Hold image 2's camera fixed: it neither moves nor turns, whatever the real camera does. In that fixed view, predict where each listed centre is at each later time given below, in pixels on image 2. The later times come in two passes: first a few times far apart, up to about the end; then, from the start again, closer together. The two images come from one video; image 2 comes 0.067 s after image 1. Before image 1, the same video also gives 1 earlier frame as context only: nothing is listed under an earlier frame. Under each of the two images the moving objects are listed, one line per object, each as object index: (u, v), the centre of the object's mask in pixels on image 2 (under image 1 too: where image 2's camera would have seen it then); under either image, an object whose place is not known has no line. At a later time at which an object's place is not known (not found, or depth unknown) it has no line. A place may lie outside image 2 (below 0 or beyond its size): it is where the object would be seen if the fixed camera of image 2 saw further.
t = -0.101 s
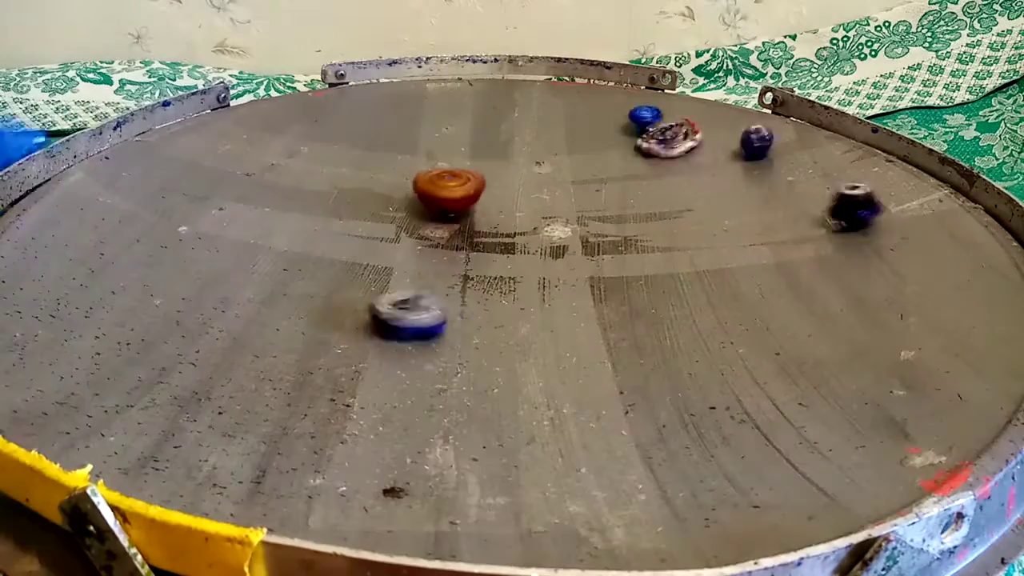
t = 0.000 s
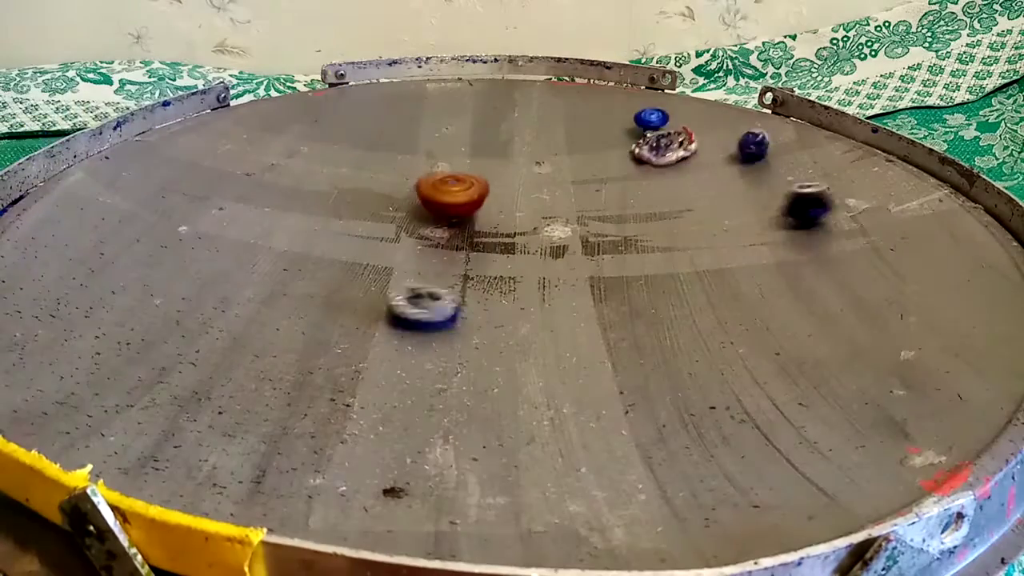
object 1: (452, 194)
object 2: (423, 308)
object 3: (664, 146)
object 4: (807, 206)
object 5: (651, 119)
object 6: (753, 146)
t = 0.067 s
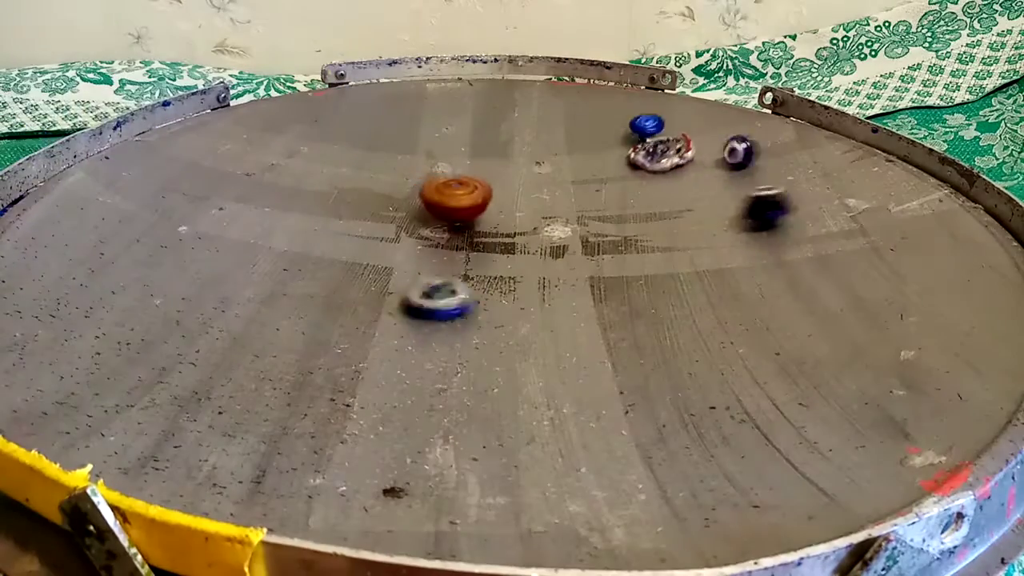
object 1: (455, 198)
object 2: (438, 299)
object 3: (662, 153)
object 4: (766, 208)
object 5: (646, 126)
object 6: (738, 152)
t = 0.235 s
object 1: (469, 208)
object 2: (478, 270)
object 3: (655, 163)
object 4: (651, 222)
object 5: (596, 149)
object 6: (685, 174)
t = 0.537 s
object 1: (488, 210)
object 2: (488, 261)
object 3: (655, 164)
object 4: (592, 243)
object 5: (557, 201)
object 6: (598, 208)
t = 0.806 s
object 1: (488, 207)
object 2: (487, 261)
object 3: (654, 164)
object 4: (655, 216)
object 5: (585, 213)
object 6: (570, 243)
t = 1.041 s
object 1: (494, 207)
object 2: (487, 261)
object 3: (655, 164)
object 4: (620, 194)
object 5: (597, 228)
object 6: (562, 245)
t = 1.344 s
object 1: (494, 209)
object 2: (480, 260)
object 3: (654, 164)
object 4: (529, 193)
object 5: (585, 222)
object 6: (518, 265)
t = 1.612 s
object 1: (469, 220)
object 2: (481, 264)
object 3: (655, 164)
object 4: (547, 162)
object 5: (558, 219)
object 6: (526, 268)
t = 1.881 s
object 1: (457, 222)
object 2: (480, 265)
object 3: (655, 164)
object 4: (524, 161)
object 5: (511, 220)
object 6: (522, 267)
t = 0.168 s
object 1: (464, 204)
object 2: (463, 280)
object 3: (658, 160)
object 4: (697, 215)
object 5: (619, 141)
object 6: (707, 164)
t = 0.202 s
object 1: (466, 206)
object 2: (470, 275)
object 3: (657, 162)
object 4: (674, 218)
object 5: (607, 145)
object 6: (698, 169)
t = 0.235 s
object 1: (469, 208)
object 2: (478, 270)
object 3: (655, 163)
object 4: (651, 222)
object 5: (596, 149)
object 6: (685, 174)
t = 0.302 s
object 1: (476, 212)
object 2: (492, 263)
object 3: (652, 162)
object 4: (607, 228)
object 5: (578, 158)
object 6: (667, 181)
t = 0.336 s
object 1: (479, 212)
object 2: (497, 257)
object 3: (654, 161)
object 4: (586, 231)
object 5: (571, 164)
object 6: (658, 185)
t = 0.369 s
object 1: (482, 213)
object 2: (503, 256)
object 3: (655, 162)
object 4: (564, 235)
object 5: (564, 170)
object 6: (649, 191)
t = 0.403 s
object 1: (485, 213)
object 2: (506, 257)
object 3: (655, 163)
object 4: (547, 234)
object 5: (560, 176)
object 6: (637, 197)
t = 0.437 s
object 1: (488, 212)
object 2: (503, 259)
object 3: (655, 164)
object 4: (539, 223)
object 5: (557, 182)
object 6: (627, 201)
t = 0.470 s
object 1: (488, 211)
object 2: (501, 259)
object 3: (655, 164)
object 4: (546, 239)
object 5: (556, 189)
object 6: (617, 205)
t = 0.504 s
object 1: (488, 209)
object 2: (492, 260)
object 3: (655, 164)
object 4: (568, 242)
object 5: (556, 195)
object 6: (606, 207)
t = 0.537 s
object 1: (488, 210)
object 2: (488, 261)
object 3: (655, 164)
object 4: (592, 243)
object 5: (557, 201)
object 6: (598, 208)
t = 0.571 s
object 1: (488, 209)
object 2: (487, 261)
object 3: (655, 164)
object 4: (606, 242)
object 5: (561, 206)
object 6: (590, 211)
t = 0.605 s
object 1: (488, 209)
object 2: (487, 261)
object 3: (655, 164)
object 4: (620, 240)
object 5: (562, 208)
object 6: (591, 221)
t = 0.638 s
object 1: (488, 208)
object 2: (487, 261)
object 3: (655, 164)
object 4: (632, 236)
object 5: (561, 208)
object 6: (593, 229)
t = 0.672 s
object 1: (487, 208)
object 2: (487, 261)
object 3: (655, 164)
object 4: (641, 233)
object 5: (561, 209)
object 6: (589, 234)
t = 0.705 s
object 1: (488, 207)
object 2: (487, 261)
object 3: (655, 164)
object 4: (647, 230)
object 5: (564, 210)
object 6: (584, 238)
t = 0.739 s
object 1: (487, 208)
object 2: (487, 261)
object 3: (655, 164)
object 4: (652, 225)
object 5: (569, 210)
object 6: (577, 241)
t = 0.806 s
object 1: (488, 207)
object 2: (487, 261)
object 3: (654, 164)
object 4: (655, 216)
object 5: (585, 213)
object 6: (570, 243)
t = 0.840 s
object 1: (489, 206)
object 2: (487, 261)
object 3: (654, 164)
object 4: (653, 212)
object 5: (594, 213)
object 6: (566, 244)
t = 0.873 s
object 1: (491, 207)
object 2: (487, 261)
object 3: (654, 164)
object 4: (648, 208)
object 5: (603, 214)
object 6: (563, 244)
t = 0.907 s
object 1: (492, 207)
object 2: (487, 261)
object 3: (654, 164)
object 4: (646, 204)
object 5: (607, 215)
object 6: (563, 244)
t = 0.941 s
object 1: (493, 207)
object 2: (487, 261)
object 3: (655, 163)
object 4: (642, 200)
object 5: (607, 218)
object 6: (564, 245)
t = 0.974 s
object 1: (493, 207)
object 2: (487, 261)
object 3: (655, 163)
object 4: (637, 197)
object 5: (605, 221)
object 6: (564, 245)
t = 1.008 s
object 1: (494, 207)
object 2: (487, 261)
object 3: (655, 163)
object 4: (629, 196)
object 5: (601, 225)
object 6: (563, 245)
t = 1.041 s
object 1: (494, 207)
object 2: (487, 261)
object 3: (655, 164)
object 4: (620, 194)
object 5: (597, 228)
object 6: (562, 245)
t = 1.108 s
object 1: (495, 206)
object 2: (487, 261)
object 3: (654, 164)
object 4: (599, 192)
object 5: (594, 229)
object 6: (547, 253)
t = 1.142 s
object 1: (494, 206)
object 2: (486, 261)
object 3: (654, 164)
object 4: (589, 192)
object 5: (595, 228)
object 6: (536, 258)
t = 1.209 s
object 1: (492, 206)
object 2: (484, 261)
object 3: (655, 164)
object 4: (565, 193)
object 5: (593, 226)
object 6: (529, 264)
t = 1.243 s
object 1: (492, 207)
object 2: (483, 261)
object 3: (654, 164)
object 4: (552, 195)
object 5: (592, 225)
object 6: (525, 266)
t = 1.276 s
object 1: (491, 207)
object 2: (482, 261)
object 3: (654, 164)
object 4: (543, 196)
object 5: (589, 224)
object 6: (522, 266)
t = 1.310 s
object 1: (492, 208)
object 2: (481, 260)
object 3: (654, 164)
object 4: (535, 196)
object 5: (588, 223)
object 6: (519, 265)
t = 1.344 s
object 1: (494, 209)
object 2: (480, 260)
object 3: (654, 164)
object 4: (529, 193)
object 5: (585, 222)
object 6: (518, 265)
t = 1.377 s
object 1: (491, 211)
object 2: (480, 260)
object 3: (654, 164)
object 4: (526, 187)
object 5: (582, 221)
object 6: (517, 265)
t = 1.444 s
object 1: (481, 215)
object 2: (479, 260)
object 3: (655, 164)
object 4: (537, 180)
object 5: (575, 221)
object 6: (517, 265)
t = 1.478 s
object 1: (478, 217)
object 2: (480, 262)
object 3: (655, 164)
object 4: (542, 175)
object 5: (571, 220)
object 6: (519, 266)
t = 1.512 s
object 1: (475, 218)
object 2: (480, 263)
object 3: (655, 164)
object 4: (544, 172)
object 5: (566, 220)
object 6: (522, 267)
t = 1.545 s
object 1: (473, 218)
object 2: (481, 263)
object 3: (655, 164)
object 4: (546, 168)
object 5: (564, 219)
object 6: (524, 268)
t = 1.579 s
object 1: (471, 219)
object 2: (481, 263)
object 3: (655, 164)
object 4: (547, 165)
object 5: (561, 219)
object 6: (525, 268)
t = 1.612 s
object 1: (469, 220)
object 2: (481, 264)
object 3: (655, 164)
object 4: (547, 162)
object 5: (558, 219)
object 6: (526, 268)
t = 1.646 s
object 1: (467, 220)
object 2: (481, 264)
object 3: (655, 164)
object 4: (548, 159)
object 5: (553, 221)
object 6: (526, 268)
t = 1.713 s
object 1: (464, 221)
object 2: (481, 264)
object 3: (655, 164)
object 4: (548, 154)
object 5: (543, 221)
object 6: (525, 268)
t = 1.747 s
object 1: (462, 221)
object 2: (481, 264)
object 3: (655, 164)
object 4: (544, 153)
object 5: (536, 221)
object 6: (524, 268)
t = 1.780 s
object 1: (461, 221)
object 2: (481, 265)
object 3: (655, 164)
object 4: (539, 153)
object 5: (531, 221)
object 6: (523, 268)
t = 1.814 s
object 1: (459, 222)
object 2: (480, 265)
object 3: (655, 164)
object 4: (532, 155)
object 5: (524, 221)
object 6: (522, 267)
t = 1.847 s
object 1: (458, 222)
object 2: (480, 265)
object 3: (655, 164)
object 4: (527, 157)
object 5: (518, 221)
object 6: (522, 267)
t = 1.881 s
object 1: (457, 222)
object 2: (480, 265)
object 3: (655, 164)
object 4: (524, 161)
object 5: (511, 220)
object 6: (522, 267)
